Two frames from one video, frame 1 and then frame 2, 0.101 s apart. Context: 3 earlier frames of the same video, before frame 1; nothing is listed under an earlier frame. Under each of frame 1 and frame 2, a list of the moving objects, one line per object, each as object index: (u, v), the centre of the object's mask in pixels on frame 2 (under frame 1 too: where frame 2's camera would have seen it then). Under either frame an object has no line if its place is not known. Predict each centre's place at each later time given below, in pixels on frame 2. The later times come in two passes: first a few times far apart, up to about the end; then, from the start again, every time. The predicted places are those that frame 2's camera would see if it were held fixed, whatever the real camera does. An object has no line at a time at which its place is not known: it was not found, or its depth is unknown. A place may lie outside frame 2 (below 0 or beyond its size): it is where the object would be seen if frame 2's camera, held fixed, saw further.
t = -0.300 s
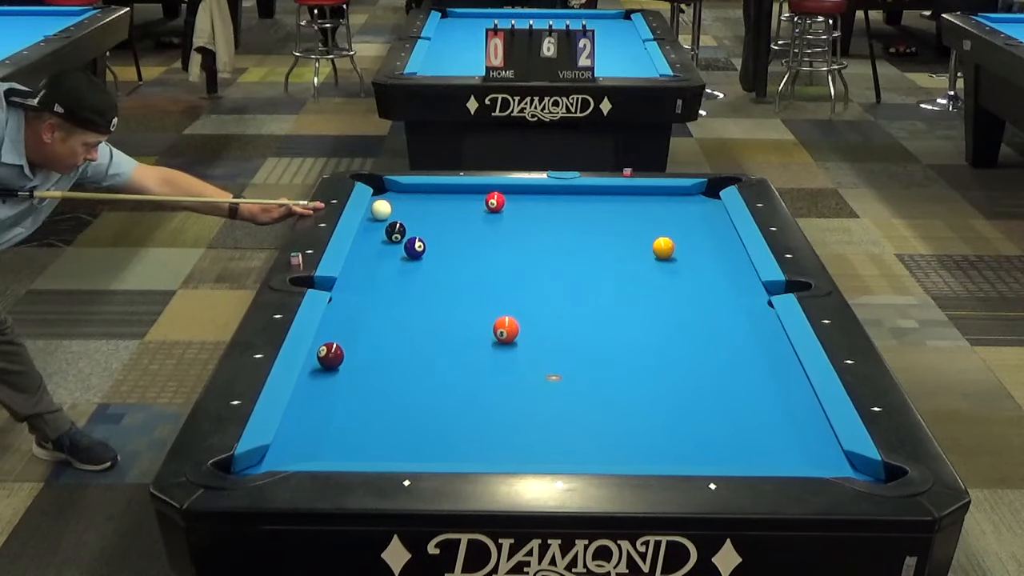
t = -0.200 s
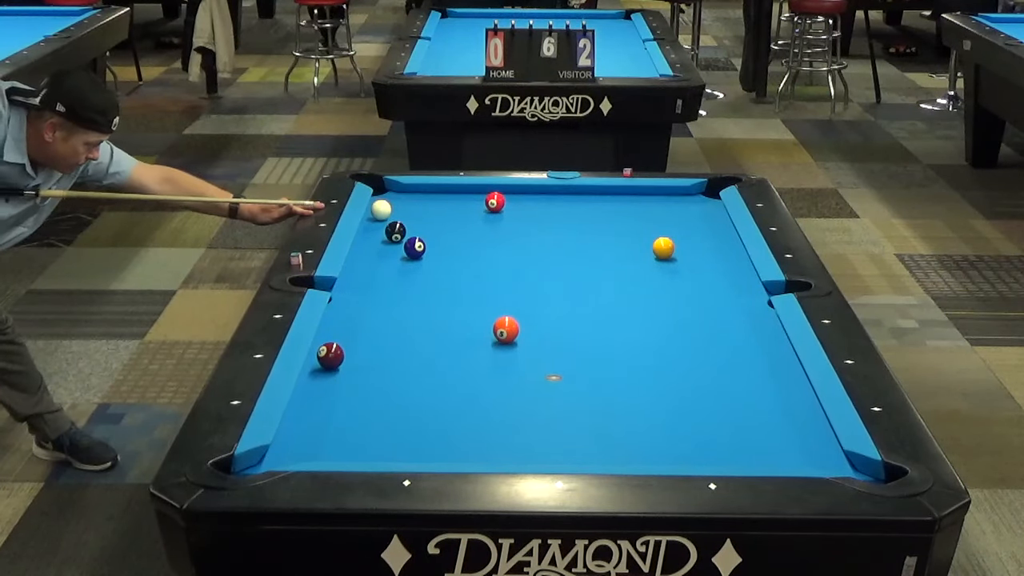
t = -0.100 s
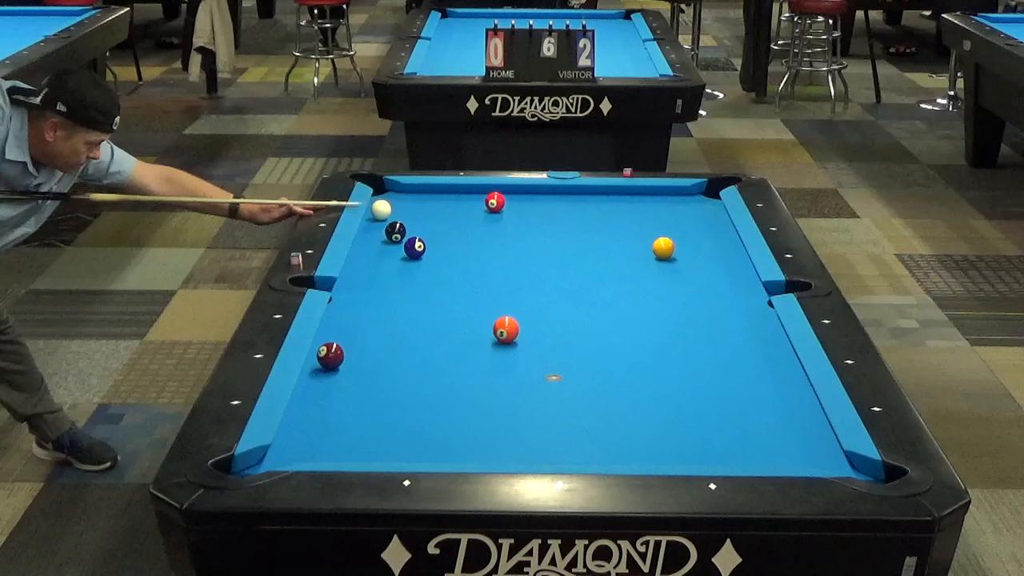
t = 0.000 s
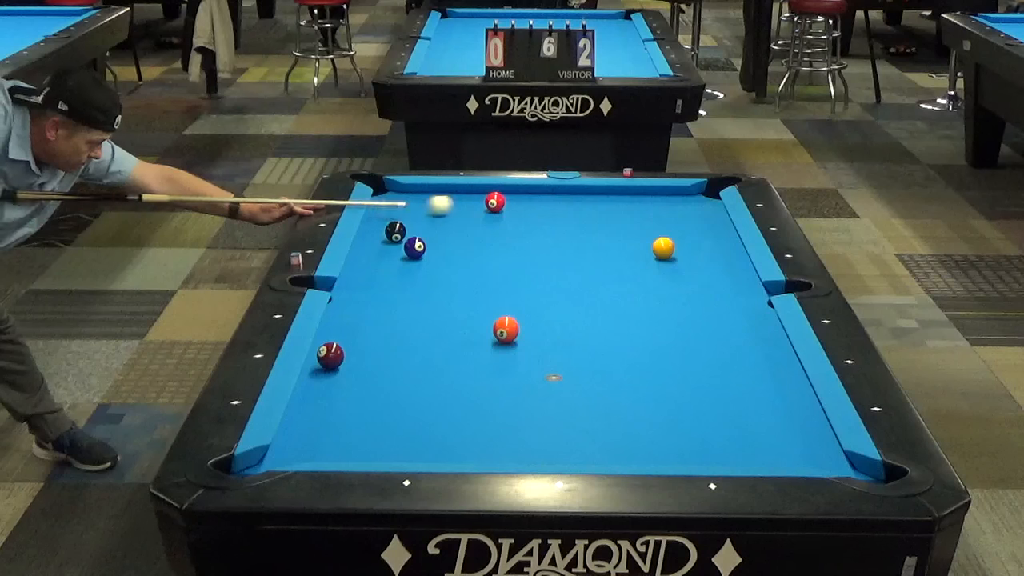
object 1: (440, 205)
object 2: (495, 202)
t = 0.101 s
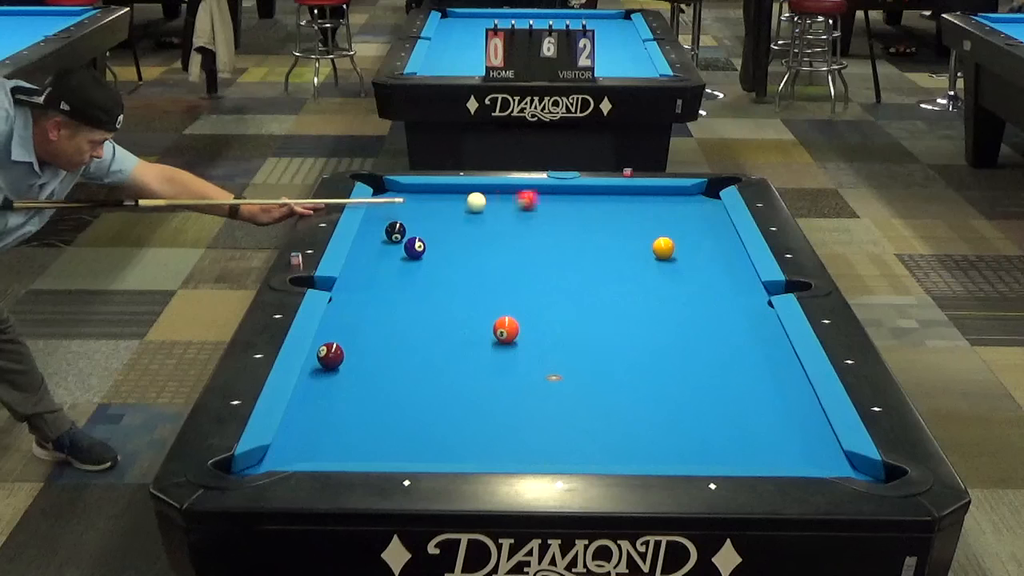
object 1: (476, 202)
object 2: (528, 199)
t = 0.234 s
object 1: (488, 200)
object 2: (602, 195)
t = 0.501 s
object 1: (529, 195)
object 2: (715, 188)
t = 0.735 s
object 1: (563, 191)
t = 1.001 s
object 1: (597, 191)
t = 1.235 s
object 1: (625, 194)
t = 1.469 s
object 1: (651, 196)
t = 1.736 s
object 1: (680, 199)
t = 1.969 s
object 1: (704, 203)
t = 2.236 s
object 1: (704, 205)
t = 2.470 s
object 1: (692, 207)
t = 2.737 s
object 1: (680, 209)
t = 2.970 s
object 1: (670, 211)
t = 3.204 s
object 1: (661, 213)
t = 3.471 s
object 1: (652, 214)
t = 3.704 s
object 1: (646, 216)
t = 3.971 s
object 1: (640, 217)
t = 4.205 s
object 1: (636, 217)
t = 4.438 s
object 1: (633, 218)
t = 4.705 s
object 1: (631, 218)
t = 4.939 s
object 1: (631, 219)
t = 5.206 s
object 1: (631, 218)
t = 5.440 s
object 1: (631, 218)
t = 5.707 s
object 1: (631, 218)
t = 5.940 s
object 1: (631, 218)
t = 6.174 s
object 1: (631, 218)
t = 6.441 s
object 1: (631, 218)
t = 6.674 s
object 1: (631, 218)
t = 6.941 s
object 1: (631, 218)
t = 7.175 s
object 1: (631, 218)
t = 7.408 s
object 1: (631, 218)
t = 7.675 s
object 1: (631, 218)
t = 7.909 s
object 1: (631, 218)
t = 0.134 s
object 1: (477, 202)
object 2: (548, 198)
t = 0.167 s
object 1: (480, 202)
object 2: (567, 197)
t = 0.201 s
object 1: (483, 201)
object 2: (585, 196)
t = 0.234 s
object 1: (488, 200)
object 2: (602, 195)
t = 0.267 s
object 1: (493, 200)
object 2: (619, 194)
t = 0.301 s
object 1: (498, 199)
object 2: (633, 193)
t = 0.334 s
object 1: (504, 199)
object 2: (648, 193)
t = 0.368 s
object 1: (509, 198)
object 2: (662, 192)
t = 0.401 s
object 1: (514, 197)
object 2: (677, 191)
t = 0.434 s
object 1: (519, 197)
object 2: (689, 190)
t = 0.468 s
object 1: (524, 196)
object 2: (704, 189)
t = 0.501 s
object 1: (529, 195)
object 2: (715, 188)
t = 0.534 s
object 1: (534, 195)
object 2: (724, 187)
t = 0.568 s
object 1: (539, 194)
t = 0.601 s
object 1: (544, 194)
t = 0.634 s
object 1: (549, 193)
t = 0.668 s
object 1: (553, 192)
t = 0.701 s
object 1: (558, 192)
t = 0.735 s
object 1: (563, 191)
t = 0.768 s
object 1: (568, 191)
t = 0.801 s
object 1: (572, 190)
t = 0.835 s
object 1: (577, 189)
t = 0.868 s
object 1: (581, 189)
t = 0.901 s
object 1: (585, 190)
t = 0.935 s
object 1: (589, 190)
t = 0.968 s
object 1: (593, 190)
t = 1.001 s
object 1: (597, 191)
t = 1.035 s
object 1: (601, 191)
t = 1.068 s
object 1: (605, 192)
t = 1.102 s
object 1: (609, 192)
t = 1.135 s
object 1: (613, 193)
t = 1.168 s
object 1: (617, 193)
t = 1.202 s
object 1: (621, 193)
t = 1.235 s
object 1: (625, 194)
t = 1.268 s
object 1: (629, 194)
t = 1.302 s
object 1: (633, 194)
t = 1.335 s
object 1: (637, 195)
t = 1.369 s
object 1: (640, 195)
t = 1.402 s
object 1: (644, 196)
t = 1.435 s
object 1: (648, 196)
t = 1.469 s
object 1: (651, 196)
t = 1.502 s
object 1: (655, 197)
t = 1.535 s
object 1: (659, 197)
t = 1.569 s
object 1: (662, 198)
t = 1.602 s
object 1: (666, 198)
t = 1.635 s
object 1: (669, 199)
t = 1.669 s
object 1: (673, 199)
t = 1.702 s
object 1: (676, 199)
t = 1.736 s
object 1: (680, 199)
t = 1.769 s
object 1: (684, 200)
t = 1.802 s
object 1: (687, 200)
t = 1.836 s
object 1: (691, 201)
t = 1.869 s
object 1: (694, 201)
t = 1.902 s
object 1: (698, 202)
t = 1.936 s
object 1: (701, 202)
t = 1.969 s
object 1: (704, 203)
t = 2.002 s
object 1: (707, 203)
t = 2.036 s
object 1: (710, 203)
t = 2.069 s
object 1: (713, 203)
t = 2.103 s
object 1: (711, 204)
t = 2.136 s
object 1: (710, 204)
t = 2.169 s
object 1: (708, 205)
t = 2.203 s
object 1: (706, 205)
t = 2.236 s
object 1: (704, 205)
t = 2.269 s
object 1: (702, 205)
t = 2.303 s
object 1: (700, 206)
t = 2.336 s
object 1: (699, 206)
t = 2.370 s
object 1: (697, 206)
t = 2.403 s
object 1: (695, 207)
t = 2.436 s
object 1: (693, 207)
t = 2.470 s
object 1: (692, 207)
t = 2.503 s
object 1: (690, 207)
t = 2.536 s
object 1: (689, 208)
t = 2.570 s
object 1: (687, 208)
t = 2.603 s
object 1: (686, 208)
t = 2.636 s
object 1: (684, 209)
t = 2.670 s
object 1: (683, 209)
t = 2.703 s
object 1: (681, 209)
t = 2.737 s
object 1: (680, 209)
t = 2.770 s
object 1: (678, 210)
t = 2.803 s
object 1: (677, 210)
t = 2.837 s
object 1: (675, 210)
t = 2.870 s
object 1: (674, 210)
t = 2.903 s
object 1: (672, 211)
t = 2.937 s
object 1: (671, 211)
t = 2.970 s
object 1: (670, 211)
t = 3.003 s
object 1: (669, 212)
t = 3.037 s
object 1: (667, 212)
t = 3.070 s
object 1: (666, 212)
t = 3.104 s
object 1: (664, 212)
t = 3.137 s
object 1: (663, 212)
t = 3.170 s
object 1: (662, 213)
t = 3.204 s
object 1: (661, 213)
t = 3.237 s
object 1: (659, 213)
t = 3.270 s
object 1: (658, 213)
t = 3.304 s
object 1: (657, 213)
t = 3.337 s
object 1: (656, 214)
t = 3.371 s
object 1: (655, 214)
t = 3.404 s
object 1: (654, 214)
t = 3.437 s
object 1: (653, 214)
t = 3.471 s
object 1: (652, 214)
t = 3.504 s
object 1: (651, 215)
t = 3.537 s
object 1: (650, 215)
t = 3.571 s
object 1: (649, 215)
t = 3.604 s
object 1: (648, 215)
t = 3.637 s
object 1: (648, 215)
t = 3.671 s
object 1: (647, 215)
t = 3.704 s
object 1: (646, 216)
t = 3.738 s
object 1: (645, 216)
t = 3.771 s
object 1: (644, 216)
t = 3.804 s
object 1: (643, 216)
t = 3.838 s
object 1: (643, 216)
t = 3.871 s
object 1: (642, 216)
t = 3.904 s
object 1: (641, 216)
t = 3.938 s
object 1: (640, 217)
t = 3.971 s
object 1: (640, 217)
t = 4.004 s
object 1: (639, 217)
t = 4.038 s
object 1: (639, 217)
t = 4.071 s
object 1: (638, 217)
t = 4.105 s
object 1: (638, 217)
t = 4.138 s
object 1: (637, 217)
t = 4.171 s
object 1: (637, 217)
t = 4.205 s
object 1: (636, 217)
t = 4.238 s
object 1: (636, 218)
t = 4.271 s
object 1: (635, 217)
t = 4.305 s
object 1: (635, 217)
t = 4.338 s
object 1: (634, 218)
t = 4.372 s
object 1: (634, 218)
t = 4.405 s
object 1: (634, 218)
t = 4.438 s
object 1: (633, 218)
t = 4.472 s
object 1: (633, 218)
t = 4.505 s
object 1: (633, 218)
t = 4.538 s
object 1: (633, 218)
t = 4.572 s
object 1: (632, 218)
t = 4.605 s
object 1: (632, 218)
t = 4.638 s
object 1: (632, 218)
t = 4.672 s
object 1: (632, 218)
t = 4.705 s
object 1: (631, 218)
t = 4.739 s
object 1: (631, 218)
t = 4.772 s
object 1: (631, 218)
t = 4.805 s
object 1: (631, 218)
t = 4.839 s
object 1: (631, 218)
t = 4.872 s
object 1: (631, 219)
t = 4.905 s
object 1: (631, 219)
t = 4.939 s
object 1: (631, 219)
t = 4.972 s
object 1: (631, 219)
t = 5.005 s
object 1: (631, 219)
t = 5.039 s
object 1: (631, 219)
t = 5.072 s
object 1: (631, 219)
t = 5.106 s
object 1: (631, 219)
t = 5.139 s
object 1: (631, 219)
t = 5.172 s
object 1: (631, 219)
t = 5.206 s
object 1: (631, 218)
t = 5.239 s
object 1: (631, 218)
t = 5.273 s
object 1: (631, 218)
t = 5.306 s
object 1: (631, 218)
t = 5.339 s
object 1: (631, 218)
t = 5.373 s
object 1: (631, 218)
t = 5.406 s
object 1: (631, 218)
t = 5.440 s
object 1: (631, 218)
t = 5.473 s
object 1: (631, 218)
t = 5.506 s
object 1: (631, 218)
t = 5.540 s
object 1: (631, 218)
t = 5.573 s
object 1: (631, 218)
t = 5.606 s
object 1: (631, 218)
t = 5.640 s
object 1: (631, 218)
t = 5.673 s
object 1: (631, 218)
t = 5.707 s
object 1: (631, 218)
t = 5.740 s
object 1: (631, 218)
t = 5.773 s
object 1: (631, 218)
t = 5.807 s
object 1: (631, 218)
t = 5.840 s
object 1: (631, 218)
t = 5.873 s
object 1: (631, 218)
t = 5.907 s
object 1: (631, 218)
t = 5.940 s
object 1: (631, 218)
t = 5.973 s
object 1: (631, 218)
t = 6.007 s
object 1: (631, 218)
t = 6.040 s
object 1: (631, 218)
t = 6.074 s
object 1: (631, 218)
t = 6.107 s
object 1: (631, 218)
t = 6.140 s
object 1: (631, 218)
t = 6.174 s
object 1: (631, 218)
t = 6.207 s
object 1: (631, 218)
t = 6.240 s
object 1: (631, 218)
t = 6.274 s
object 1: (631, 218)
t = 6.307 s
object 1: (631, 218)
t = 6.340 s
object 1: (631, 218)
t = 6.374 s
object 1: (631, 218)
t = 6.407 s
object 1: (631, 218)
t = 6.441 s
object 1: (631, 218)
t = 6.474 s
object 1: (631, 218)
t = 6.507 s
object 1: (631, 218)
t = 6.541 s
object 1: (631, 218)
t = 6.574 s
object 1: (631, 218)
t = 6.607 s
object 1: (631, 218)
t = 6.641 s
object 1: (631, 218)
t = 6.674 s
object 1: (631, 218)
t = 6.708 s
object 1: (631, 218)
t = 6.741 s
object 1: (631, 218)
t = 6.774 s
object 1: (631, 218)
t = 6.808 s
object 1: (631, 218)
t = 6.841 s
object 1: (631, 218)
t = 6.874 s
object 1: (631, 218)
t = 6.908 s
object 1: (631, 218)
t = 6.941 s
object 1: (631, 218)
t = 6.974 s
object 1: (631, 218)
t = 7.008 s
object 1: (631, 218)
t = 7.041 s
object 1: (631, 218)
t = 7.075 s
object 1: (631, 218)
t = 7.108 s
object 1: (631, 218)
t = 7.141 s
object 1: (631, 218)
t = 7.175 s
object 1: (631, 218)
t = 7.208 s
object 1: (631, 218)
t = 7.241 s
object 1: (631, 218)
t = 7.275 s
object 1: (631, 218)
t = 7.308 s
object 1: (631, 218)
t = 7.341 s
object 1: (631, 218)
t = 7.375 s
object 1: (631, 218)
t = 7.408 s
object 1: (631, 218)
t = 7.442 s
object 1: (631, 218)
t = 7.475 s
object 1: (631, 218)
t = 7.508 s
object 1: (631, 218)
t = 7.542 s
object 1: (631, 218)
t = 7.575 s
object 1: (631, 218)
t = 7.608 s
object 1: (631, 218)
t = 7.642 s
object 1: (631, 218)
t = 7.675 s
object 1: (631, 218)
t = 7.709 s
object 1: (631, 218)
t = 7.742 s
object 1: (631, 218)
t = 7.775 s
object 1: (631, 218)
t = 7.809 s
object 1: (631, 218)
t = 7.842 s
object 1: (631, 218)
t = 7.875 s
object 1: (631, 218)
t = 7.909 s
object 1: (631, 218)
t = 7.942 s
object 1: (631, 218)
